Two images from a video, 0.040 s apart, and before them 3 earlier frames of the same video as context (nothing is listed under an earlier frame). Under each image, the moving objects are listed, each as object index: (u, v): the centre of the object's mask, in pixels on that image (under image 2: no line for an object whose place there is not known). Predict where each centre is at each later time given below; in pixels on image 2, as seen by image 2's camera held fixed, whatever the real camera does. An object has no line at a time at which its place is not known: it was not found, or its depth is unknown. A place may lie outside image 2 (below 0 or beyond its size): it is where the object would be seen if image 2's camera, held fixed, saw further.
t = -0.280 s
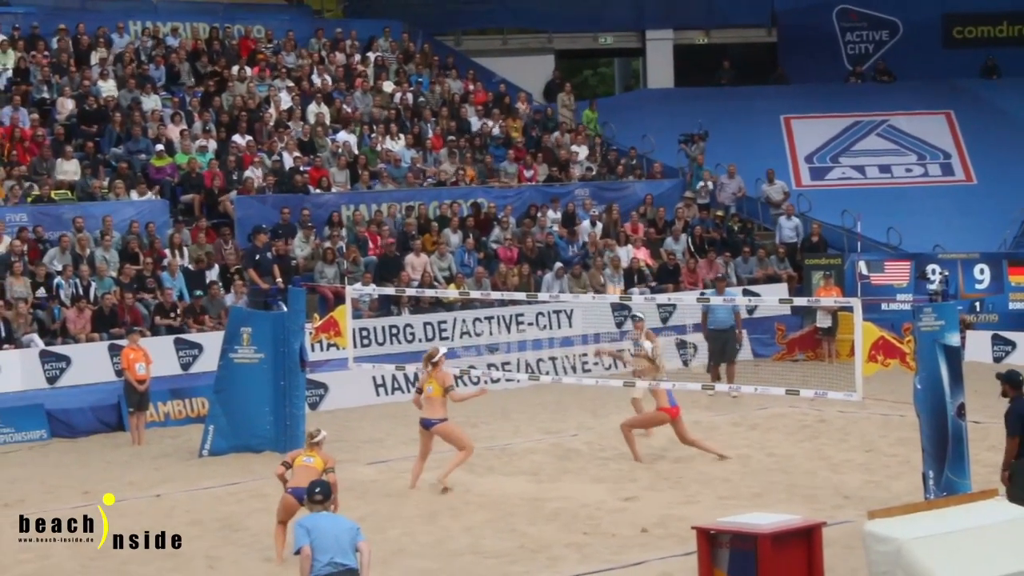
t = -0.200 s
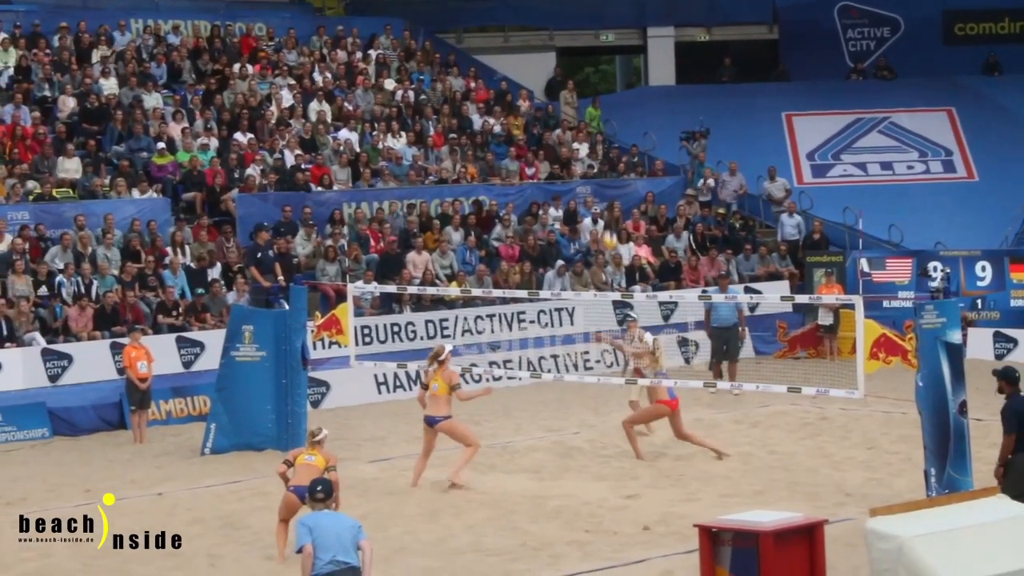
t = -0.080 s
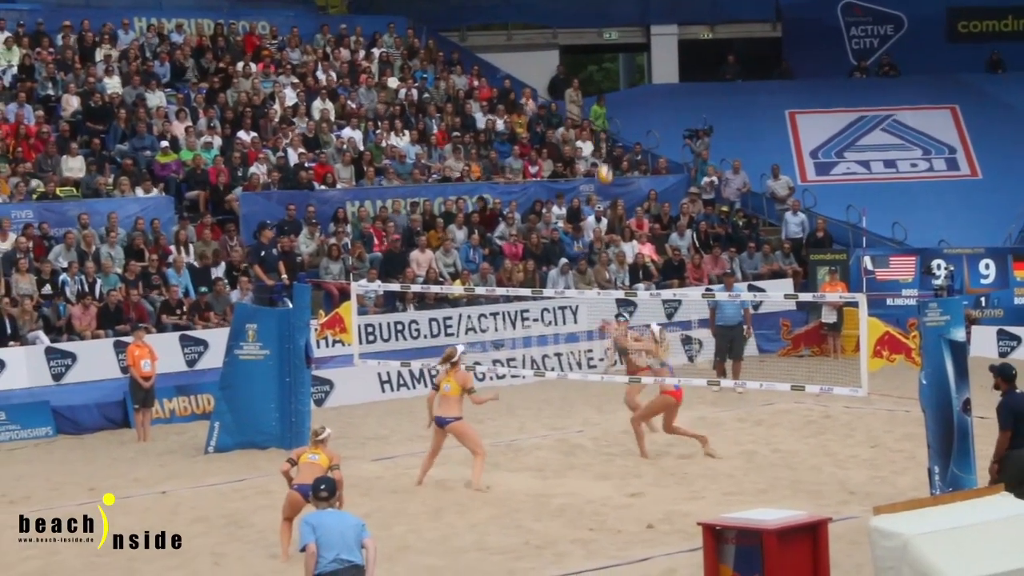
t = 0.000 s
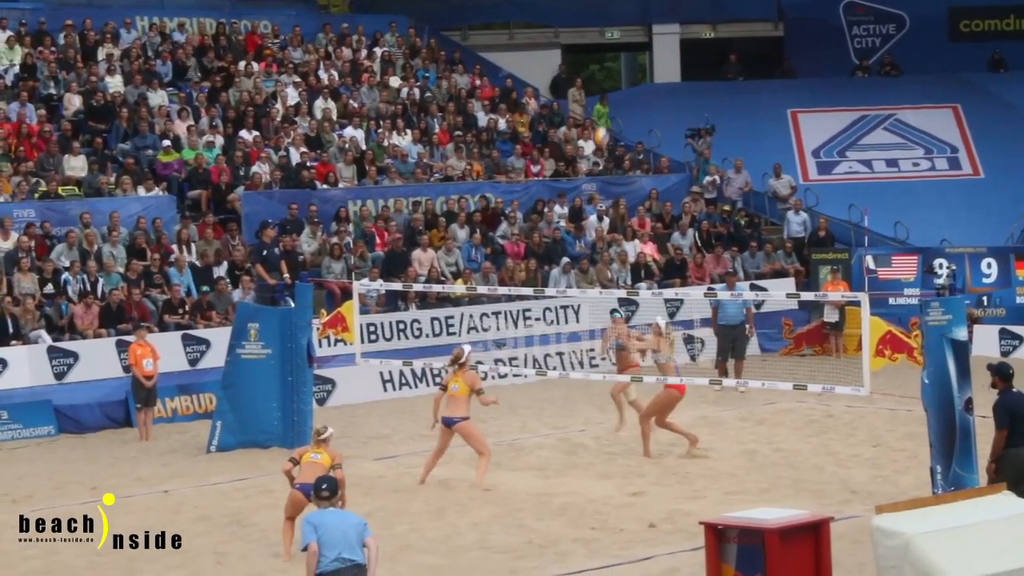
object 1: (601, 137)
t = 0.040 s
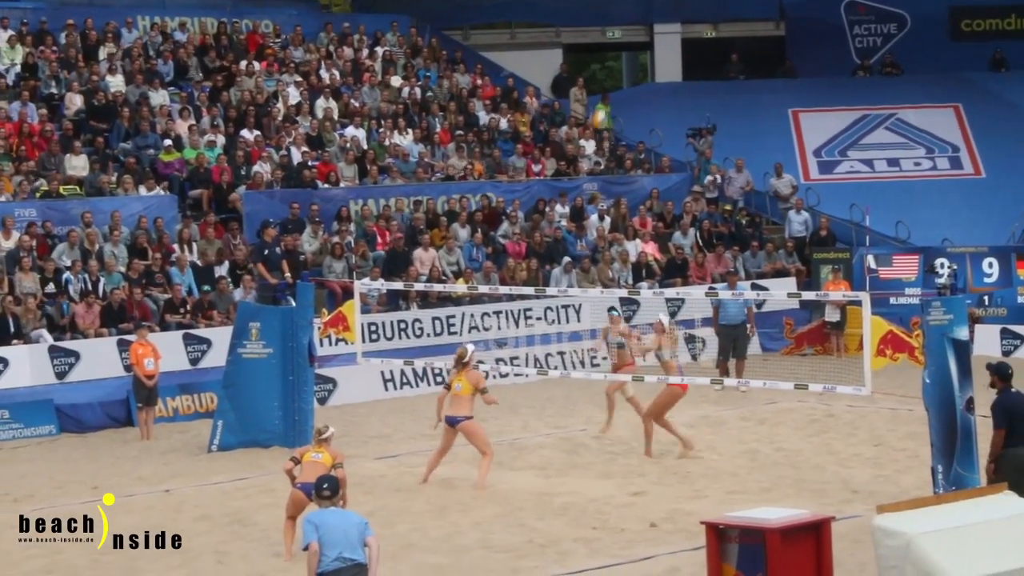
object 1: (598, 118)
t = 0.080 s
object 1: (595, 103)
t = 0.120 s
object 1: (593, 88)
